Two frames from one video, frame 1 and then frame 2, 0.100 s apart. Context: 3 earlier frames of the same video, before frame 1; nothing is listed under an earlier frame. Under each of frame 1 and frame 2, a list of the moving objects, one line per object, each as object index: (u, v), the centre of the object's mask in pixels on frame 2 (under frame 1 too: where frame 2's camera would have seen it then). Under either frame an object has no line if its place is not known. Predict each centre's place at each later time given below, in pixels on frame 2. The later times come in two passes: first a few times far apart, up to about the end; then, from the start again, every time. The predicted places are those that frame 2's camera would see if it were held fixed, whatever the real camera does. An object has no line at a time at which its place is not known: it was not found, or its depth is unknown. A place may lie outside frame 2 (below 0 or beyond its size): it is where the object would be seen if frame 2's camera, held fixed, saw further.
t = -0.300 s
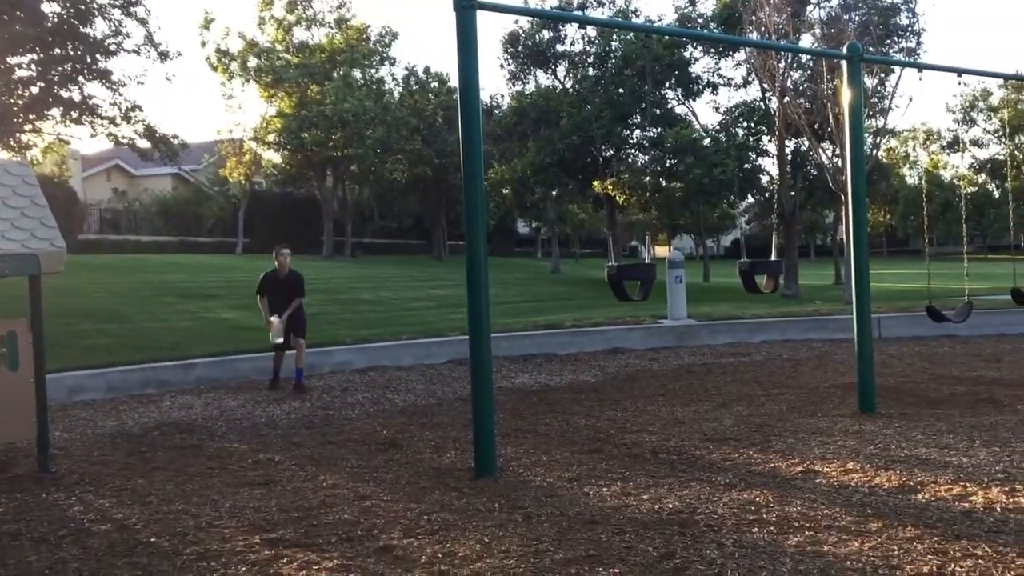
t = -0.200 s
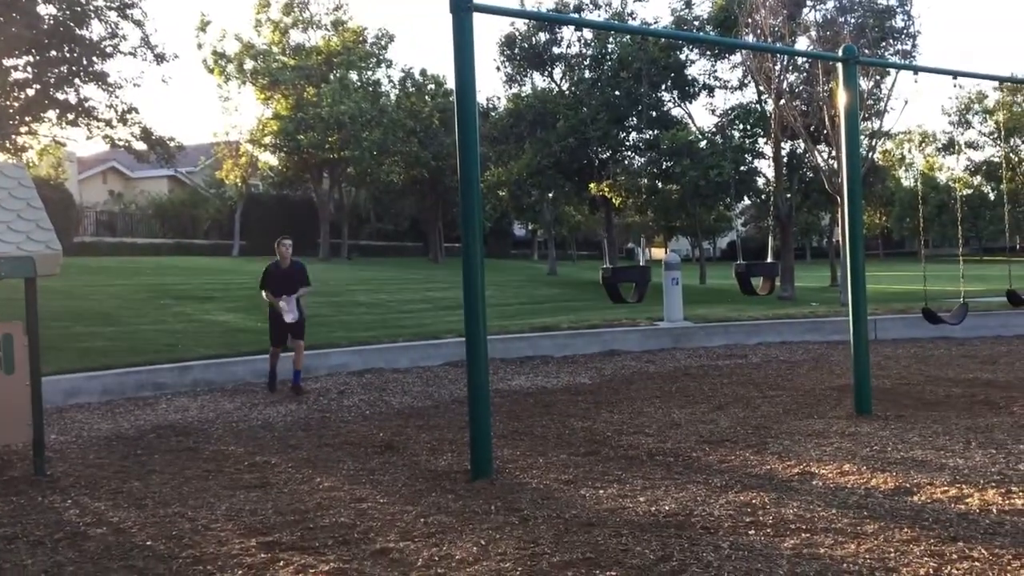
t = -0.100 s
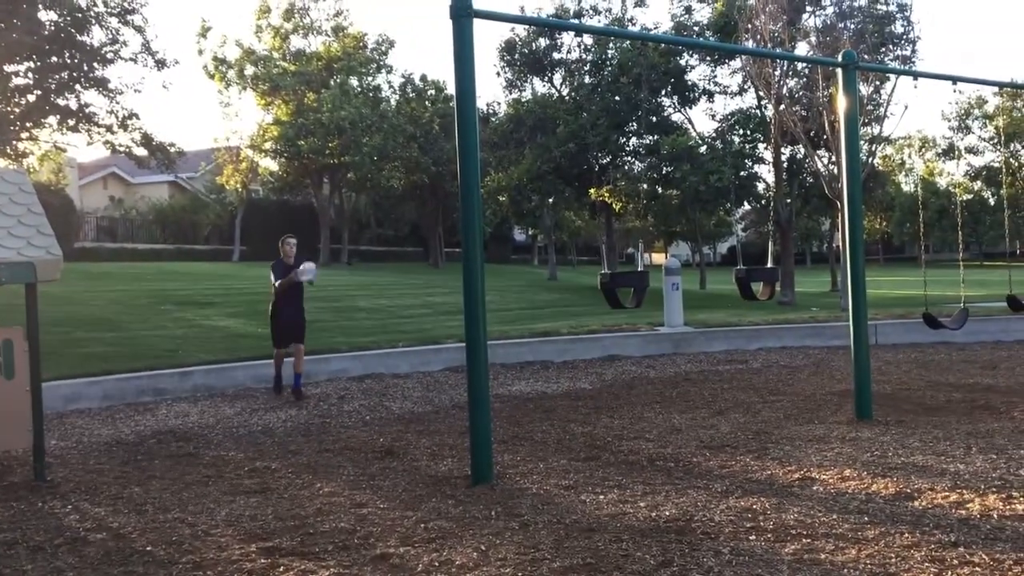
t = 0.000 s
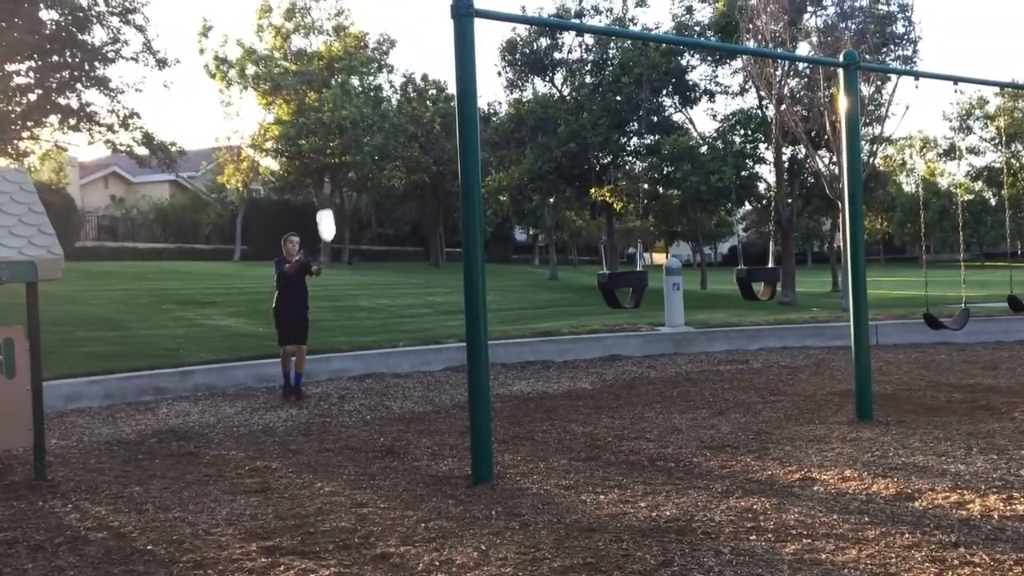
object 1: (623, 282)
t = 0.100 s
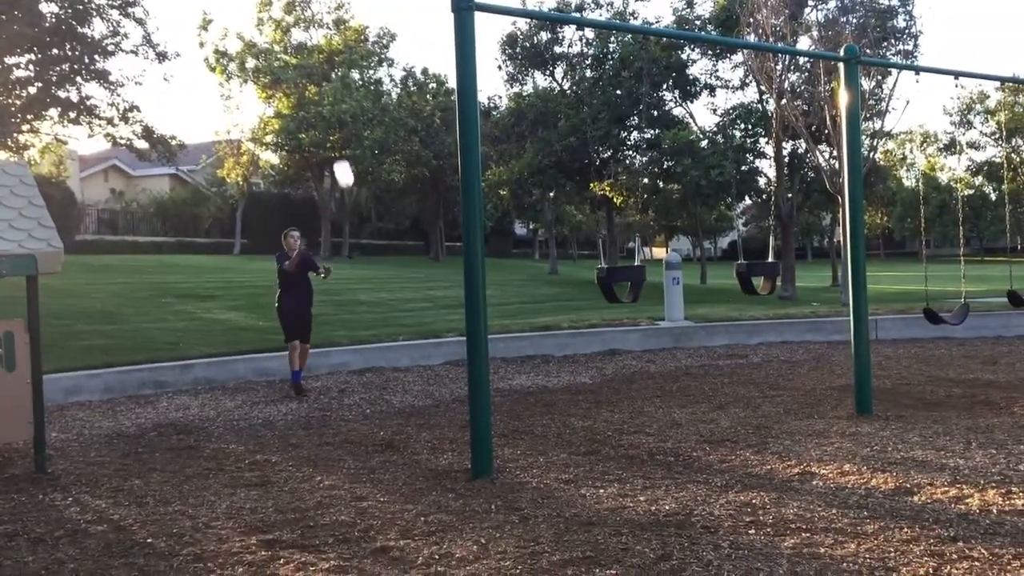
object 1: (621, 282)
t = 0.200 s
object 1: (619, 282)
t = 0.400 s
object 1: (618, 282)
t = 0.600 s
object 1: (618, 282)
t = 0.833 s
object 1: (621, 282)
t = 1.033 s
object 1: (626, 282)
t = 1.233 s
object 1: (644, 279)
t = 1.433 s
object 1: (656, 275)
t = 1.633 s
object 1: (659, 274)
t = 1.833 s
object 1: (655, 275)
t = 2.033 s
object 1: (640, 278)
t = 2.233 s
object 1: (621, 282)
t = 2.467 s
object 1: (604, 282)
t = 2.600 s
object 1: (596, 280)
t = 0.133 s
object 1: (620, 282)
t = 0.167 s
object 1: (620, 282)
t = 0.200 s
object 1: (619, 282)
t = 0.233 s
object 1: (619, 282)
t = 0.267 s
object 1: (619, 282)
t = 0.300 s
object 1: (618, 282)
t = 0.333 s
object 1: (618, 282)
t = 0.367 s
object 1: (618, 282)
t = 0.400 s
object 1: (618, 282)
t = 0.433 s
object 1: (618, 282)
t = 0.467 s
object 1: (618, 282)
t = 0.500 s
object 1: (618, 282)
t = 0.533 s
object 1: (618, 282)
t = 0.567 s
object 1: (618, 282)
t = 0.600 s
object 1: (618, 282)
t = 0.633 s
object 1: (619, 282)
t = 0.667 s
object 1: (619, 282)
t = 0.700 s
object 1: (619, 282)
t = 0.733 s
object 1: (620, 282)
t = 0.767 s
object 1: (620, 282)
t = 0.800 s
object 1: (621, 282)
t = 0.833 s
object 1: (621, 282)
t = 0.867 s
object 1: (622, 282)
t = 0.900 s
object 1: (622, 282)
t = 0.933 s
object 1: (623, 282)
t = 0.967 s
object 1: (623, 282)
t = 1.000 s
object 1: (624, 282)
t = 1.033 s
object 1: (626, 282)
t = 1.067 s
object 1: (628, 282)
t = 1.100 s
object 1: (632, 281)
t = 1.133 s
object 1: (634, 280)
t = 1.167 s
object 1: (638, 280)
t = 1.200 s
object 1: (641, 280)
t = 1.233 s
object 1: (644, 279)
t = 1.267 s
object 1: (647, 278)
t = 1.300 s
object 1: (649, 277)
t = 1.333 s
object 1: (651, 277)
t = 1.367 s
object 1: (653, 276)
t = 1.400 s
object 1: (655, 276)
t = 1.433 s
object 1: (656, 275)
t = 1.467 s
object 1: (658, 274)
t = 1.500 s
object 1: (659, 274)
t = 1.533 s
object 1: (659, 274)
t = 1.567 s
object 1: (659, 274)
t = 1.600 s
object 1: (659, 273)
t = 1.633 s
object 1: (659, 274)
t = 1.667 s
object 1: (659, 274)
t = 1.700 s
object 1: (659, 274)
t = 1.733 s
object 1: (658, 274)
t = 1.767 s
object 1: (657, 275)
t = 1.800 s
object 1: (656, 275)
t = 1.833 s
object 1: (655, 275)
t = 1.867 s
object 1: (653, 275)
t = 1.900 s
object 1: (651, 276)
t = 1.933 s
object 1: (649, 277)
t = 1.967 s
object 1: (646, 277)
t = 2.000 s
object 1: (643, 278)
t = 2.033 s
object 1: (640, 278)
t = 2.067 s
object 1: (638, 278)
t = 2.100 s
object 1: (634, 279)
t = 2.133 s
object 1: (631, 280)
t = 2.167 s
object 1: (628, 281)
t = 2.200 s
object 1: (625, 281)
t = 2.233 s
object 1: (621, 282)
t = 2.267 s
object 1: (619, 282)
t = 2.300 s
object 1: (616, 282)
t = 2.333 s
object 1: (614, 282)
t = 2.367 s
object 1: (611, 282)
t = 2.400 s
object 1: (609, 282)
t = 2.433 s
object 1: (606, 282)
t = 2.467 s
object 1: (604, 282)
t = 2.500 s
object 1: (602, 281)
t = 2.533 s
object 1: (600, 281)
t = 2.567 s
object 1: (598, 280)
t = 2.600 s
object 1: (596, 280)
